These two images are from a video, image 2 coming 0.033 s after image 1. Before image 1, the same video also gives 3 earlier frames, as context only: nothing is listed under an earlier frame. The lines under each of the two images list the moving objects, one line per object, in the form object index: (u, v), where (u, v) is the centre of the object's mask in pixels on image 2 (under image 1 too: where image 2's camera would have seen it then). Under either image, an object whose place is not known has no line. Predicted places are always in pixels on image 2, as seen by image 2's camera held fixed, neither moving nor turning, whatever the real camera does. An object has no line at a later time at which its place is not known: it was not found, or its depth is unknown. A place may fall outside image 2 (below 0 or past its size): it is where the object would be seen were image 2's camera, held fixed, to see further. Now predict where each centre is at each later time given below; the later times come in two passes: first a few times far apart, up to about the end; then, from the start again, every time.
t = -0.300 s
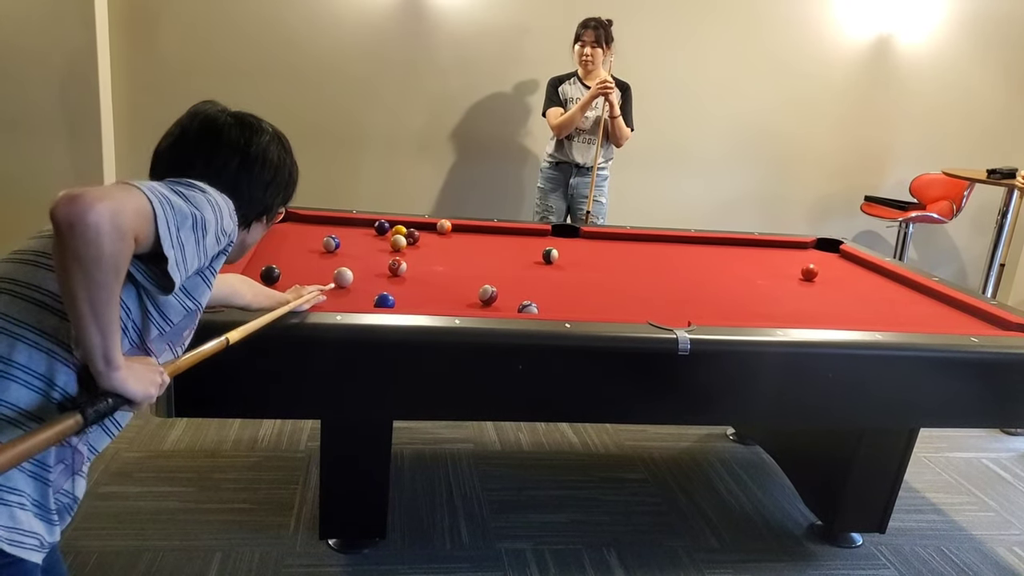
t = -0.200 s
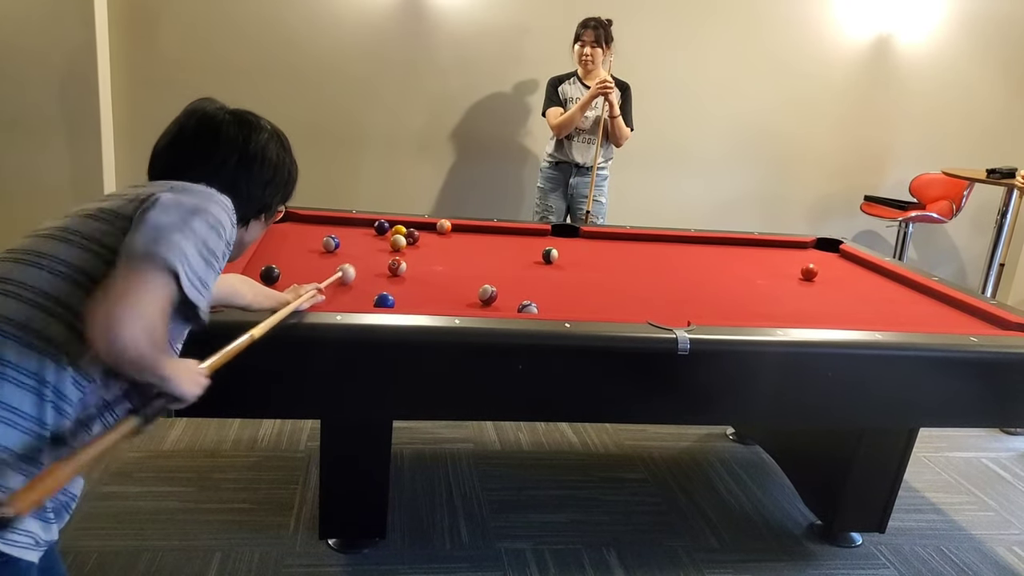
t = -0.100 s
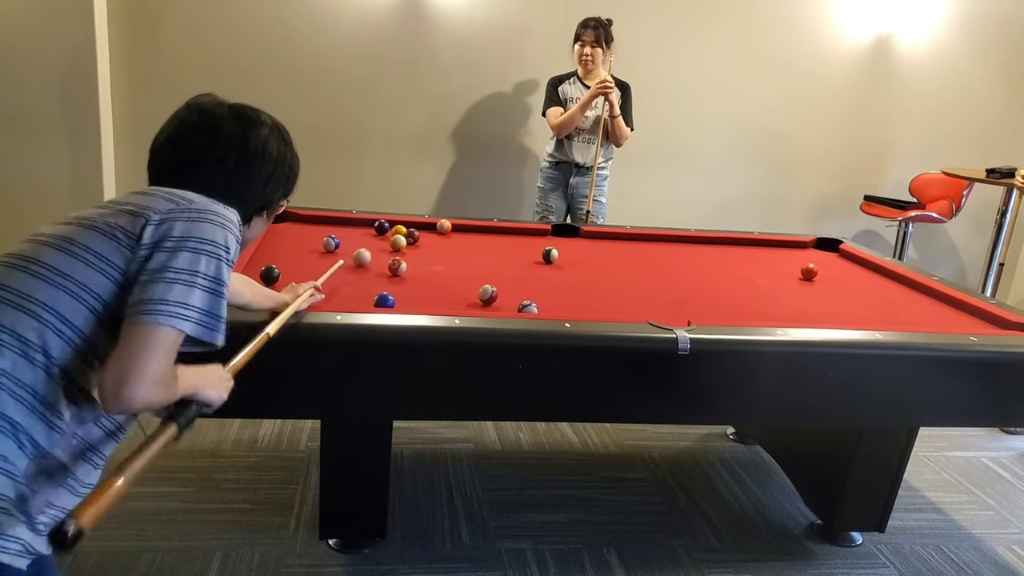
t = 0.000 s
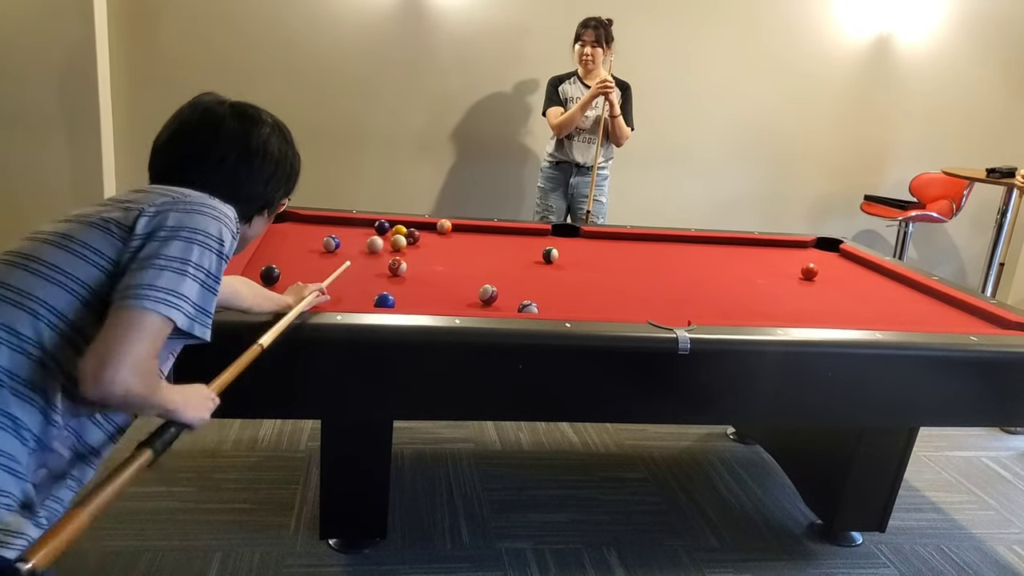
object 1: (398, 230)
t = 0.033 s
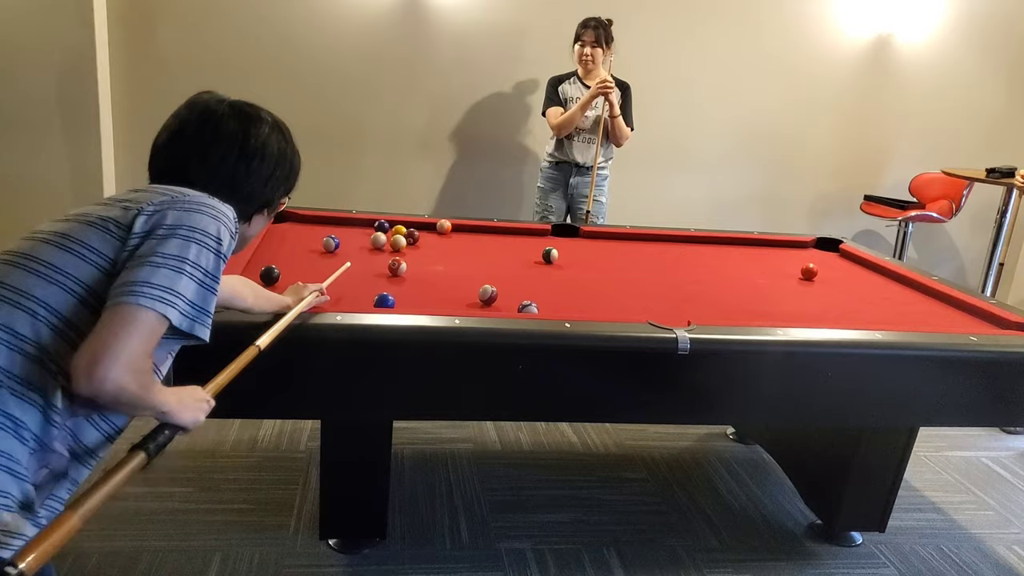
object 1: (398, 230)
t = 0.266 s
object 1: (434, 230)
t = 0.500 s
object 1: (472, 230)
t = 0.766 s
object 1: (513, 230)
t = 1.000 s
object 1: (544, 232)
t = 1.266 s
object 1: (577, 235)
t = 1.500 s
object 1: (603, 237)
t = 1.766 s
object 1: (632, 239)
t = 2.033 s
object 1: (660, 241)
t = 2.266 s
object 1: (682, 243)
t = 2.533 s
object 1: (705, 245)
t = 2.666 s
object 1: (716, 246)
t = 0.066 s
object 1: (398, 230)
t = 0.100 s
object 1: (399, 229)
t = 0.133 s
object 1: (408, 228)
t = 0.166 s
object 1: (418, 230)
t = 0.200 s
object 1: (423, 231)
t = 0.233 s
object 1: (428, 231)
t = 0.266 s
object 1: (434, 230)
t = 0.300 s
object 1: (439, 231)
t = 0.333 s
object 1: (445, 230)
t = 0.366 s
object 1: (451, 230)
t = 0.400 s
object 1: (456, 230)
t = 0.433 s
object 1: (461, 230)
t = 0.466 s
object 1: (467, 230)
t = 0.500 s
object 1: (472, 230)
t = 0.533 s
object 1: (477, 230)
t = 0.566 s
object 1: (483, 230)
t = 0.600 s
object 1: (488, 230)
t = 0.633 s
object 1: (493, 230)
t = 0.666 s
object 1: (498, 230)
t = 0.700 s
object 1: (503, 230)
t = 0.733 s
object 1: (508, 230)
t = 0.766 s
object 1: (513, 230)
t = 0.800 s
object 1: (518, 230)
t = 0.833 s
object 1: (522, 230)
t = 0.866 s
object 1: (527, 230)
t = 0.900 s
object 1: (531, 231)
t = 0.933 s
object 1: (535, 231)
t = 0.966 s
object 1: (540, 232)
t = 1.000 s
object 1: (544, 232)
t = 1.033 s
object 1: (548, 232)
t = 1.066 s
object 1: (552, 233)
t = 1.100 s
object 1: (556, 233)
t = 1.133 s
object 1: (560, 233)
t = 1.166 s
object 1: (564, 233)
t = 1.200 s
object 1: (568, 234)
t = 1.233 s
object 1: (572, 234)
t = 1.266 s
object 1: (577, 235)
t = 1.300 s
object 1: (580, 235)
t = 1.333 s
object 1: (584, 235)
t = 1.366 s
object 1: (588, 235)
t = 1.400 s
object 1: (592, 236)
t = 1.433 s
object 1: (596, 236)
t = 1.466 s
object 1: (599, 236)
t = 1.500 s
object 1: (603, 237)
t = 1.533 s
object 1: (607, 237)
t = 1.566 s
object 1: (610, 238)
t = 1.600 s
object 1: (614, 238)
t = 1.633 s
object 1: (618, 238)
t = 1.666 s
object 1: (621, 238)
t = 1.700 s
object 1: (625, 239)
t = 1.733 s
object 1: (628, 239)
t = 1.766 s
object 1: (632, 239)
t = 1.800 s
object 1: (636, 240)
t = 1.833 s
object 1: (639, 240)
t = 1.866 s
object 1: (643, 240)
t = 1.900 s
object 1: (646, 240)
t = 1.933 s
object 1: (650, 240)
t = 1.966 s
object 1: (653, 241)
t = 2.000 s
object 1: (656, 241)
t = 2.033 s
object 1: (660, 241)
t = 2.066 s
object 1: (663, 242)
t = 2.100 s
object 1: (666, 242)
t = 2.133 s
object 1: (669, 242)
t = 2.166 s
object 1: (673, 242)
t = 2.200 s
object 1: (676, 243)
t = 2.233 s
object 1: (679, 243)
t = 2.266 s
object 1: (682, 243)
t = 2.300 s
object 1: (685, 243)
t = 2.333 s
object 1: (688, 244)
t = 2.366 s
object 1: (691, 244)
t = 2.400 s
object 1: (694, 244)
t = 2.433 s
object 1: (697, 244)
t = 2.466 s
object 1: (699, 244)
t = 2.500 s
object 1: (702, 245)
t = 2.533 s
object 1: (705, 245)
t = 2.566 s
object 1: (708, 245)
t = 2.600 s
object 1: (711, 245)
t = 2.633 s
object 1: (713, 245)
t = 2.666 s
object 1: (716, 246)
